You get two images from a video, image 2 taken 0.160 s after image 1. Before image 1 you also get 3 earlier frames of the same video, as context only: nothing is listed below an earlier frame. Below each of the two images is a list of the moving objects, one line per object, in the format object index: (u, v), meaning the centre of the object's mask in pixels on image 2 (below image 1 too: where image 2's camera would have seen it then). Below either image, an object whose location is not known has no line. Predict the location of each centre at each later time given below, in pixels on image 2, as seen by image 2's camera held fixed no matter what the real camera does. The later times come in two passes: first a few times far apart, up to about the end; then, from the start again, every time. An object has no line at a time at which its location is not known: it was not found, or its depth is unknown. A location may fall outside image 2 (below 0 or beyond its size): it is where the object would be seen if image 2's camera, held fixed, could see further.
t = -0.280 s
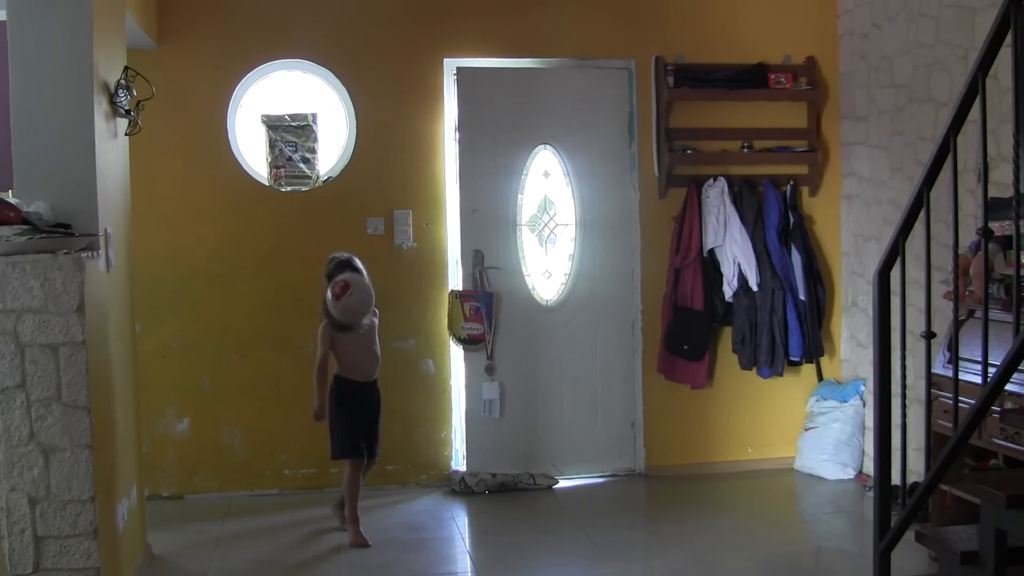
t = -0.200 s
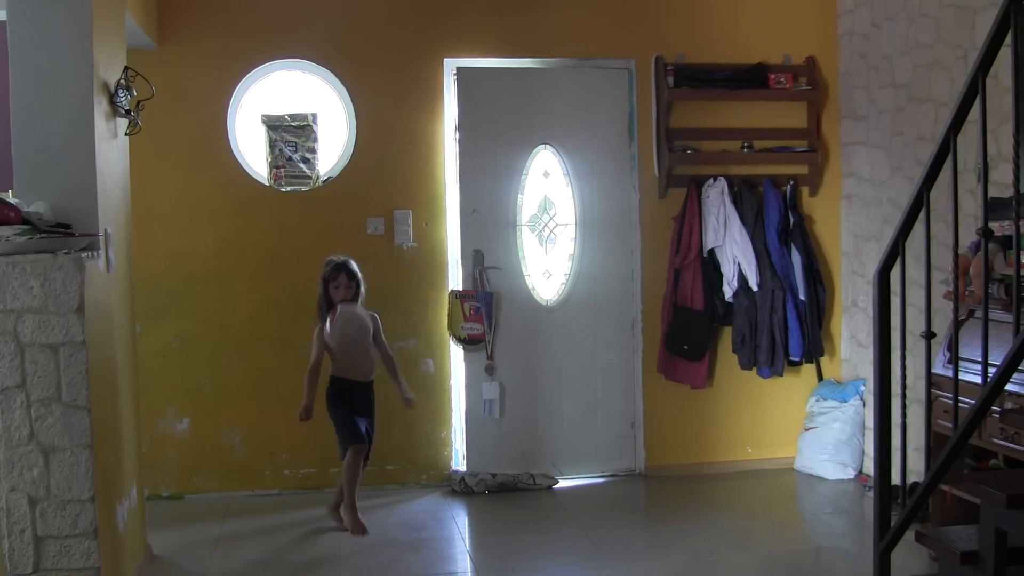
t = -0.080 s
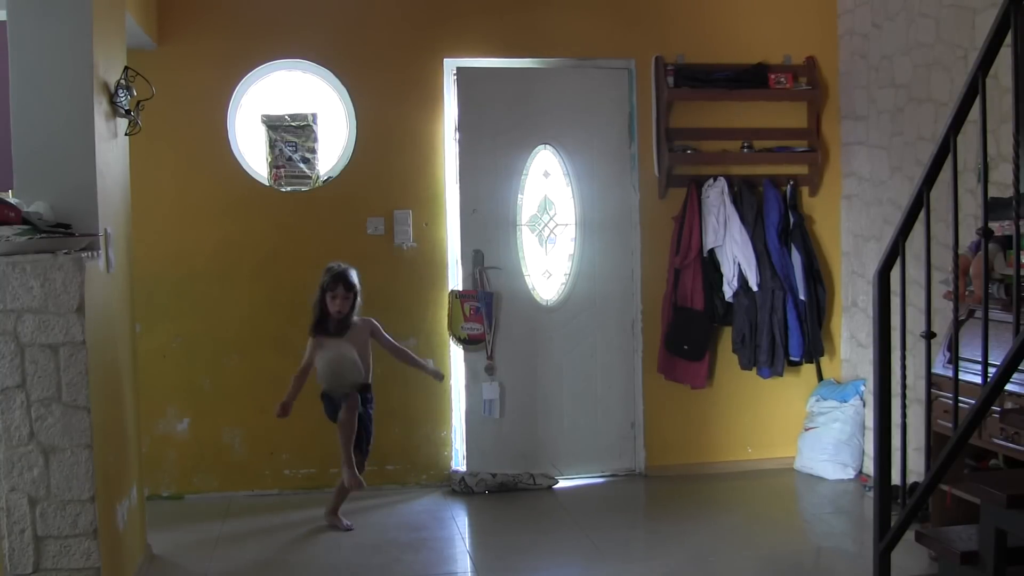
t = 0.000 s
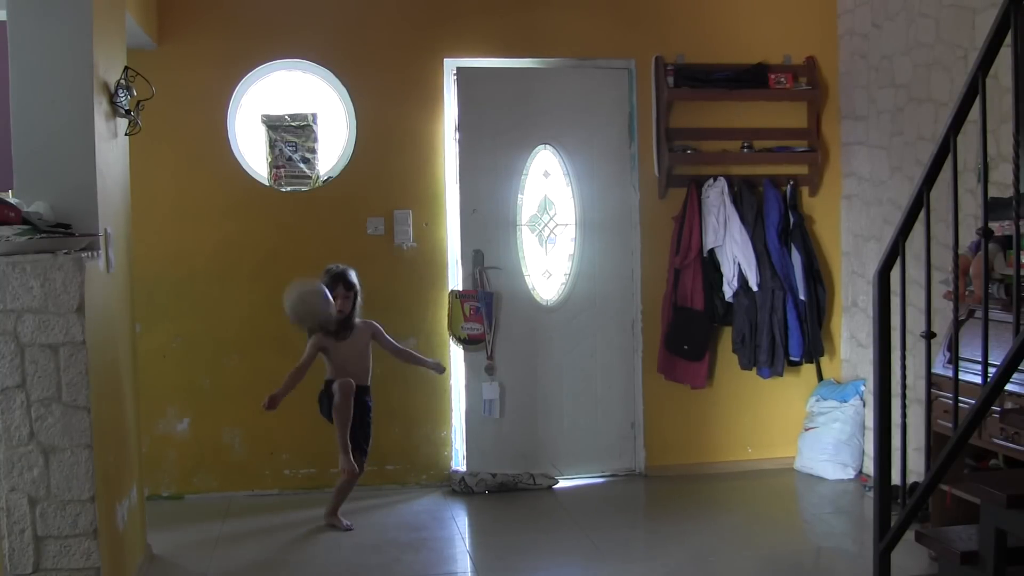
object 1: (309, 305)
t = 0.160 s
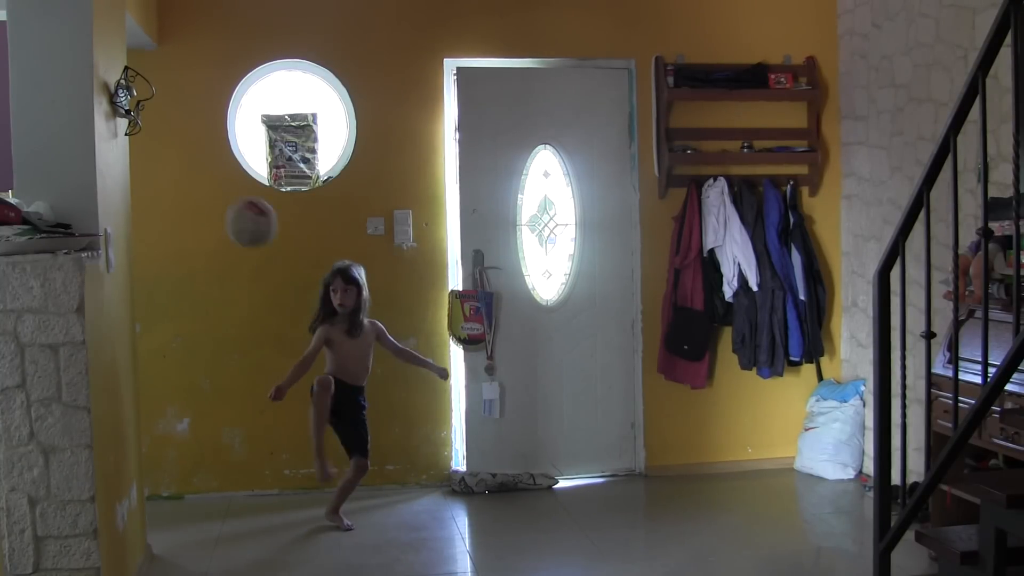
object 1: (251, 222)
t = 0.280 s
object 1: (209, 201)
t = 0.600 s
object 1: (174, 294)
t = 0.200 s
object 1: (237, 212)
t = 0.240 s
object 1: (223, 204)
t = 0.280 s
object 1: (209, 201)
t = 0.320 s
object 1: (194, 202)
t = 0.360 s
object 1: (179, 207)
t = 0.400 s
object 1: (165, 217)
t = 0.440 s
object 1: (150, 232)
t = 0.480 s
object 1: (141, 249)
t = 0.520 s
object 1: (151, 260)
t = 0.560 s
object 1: (162, 275)
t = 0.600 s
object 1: (174, 294)
